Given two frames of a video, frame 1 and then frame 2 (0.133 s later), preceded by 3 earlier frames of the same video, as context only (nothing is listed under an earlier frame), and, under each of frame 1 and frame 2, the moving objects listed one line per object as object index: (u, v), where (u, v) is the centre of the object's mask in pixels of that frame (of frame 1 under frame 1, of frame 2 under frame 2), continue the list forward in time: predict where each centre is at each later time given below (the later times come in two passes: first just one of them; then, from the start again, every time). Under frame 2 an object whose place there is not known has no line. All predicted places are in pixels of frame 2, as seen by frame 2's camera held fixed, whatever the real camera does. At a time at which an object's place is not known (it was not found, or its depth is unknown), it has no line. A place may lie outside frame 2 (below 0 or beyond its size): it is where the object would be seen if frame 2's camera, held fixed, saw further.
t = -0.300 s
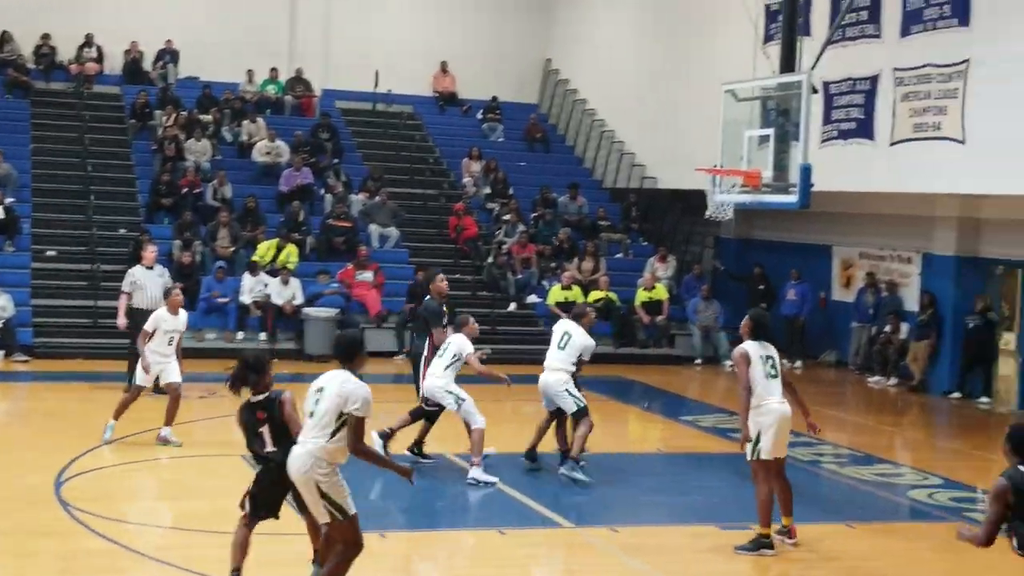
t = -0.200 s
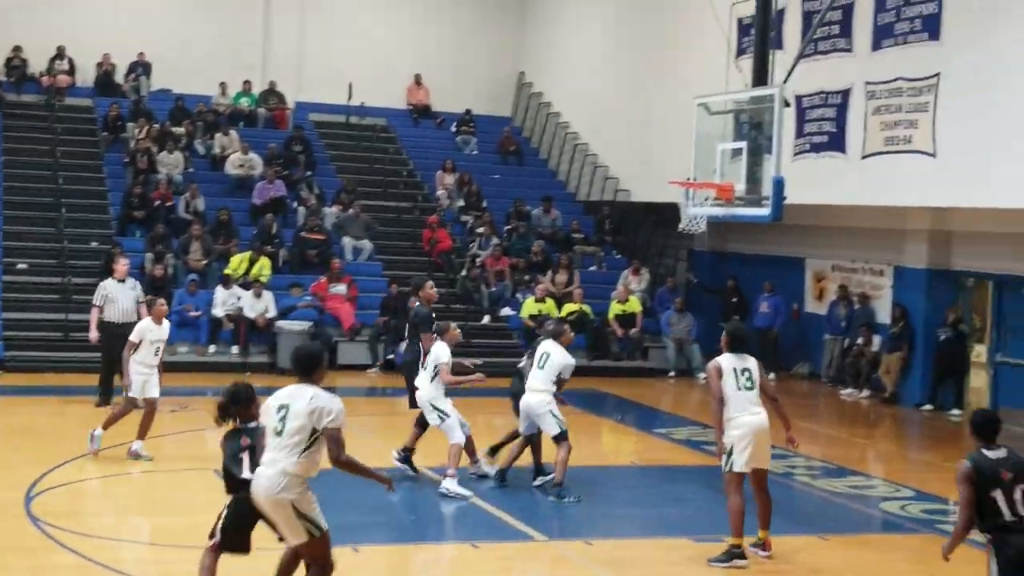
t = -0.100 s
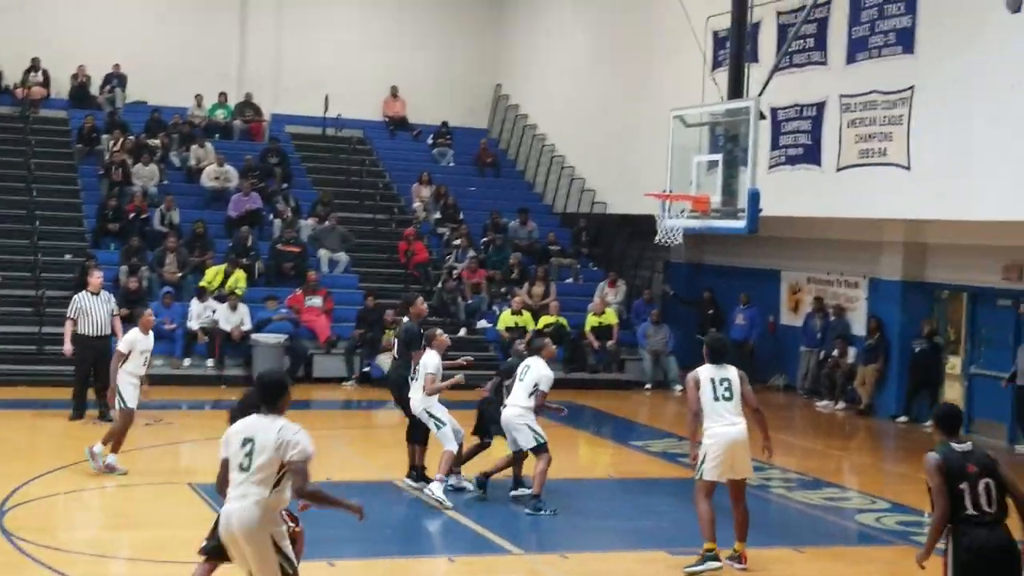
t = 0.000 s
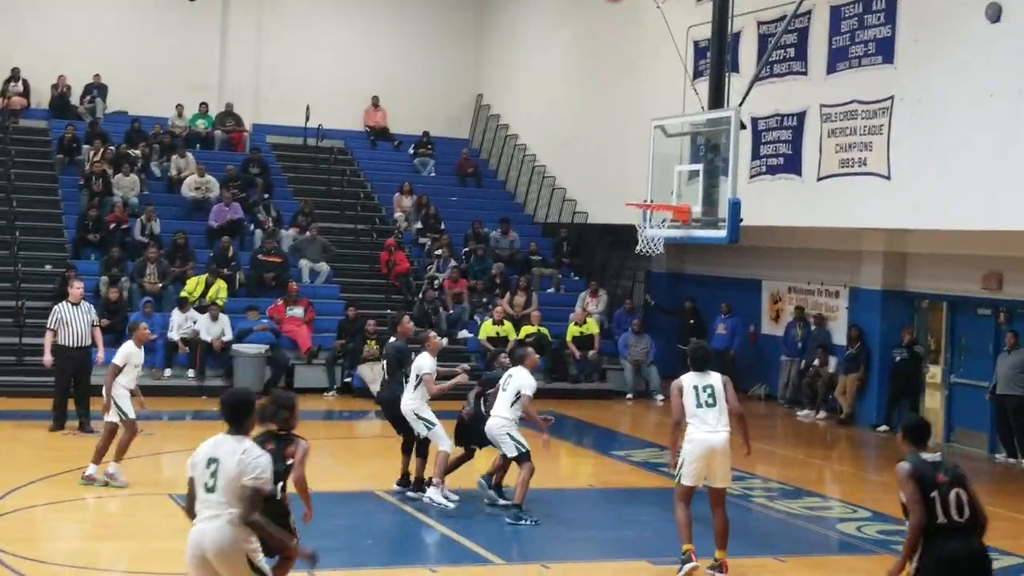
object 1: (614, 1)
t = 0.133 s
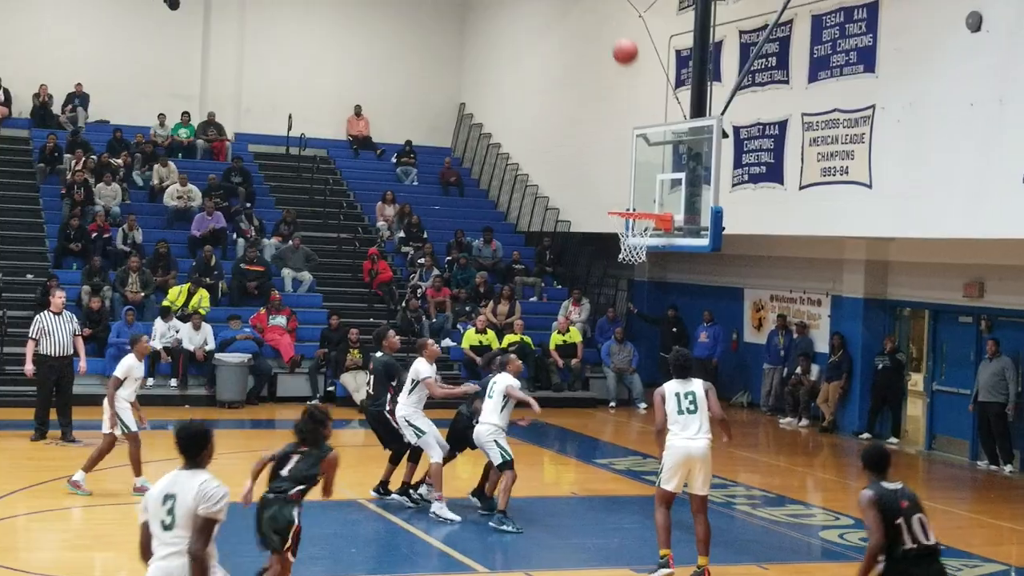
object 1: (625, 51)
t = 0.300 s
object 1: (658, 140)
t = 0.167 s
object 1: (632, 68)
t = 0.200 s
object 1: (639, 85)
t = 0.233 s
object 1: (646, 102)
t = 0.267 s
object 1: (652, 120)
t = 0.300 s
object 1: (658, 140)
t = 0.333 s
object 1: (664, 160)
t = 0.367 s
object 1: (667, 177)
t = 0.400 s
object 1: (655, 188)
